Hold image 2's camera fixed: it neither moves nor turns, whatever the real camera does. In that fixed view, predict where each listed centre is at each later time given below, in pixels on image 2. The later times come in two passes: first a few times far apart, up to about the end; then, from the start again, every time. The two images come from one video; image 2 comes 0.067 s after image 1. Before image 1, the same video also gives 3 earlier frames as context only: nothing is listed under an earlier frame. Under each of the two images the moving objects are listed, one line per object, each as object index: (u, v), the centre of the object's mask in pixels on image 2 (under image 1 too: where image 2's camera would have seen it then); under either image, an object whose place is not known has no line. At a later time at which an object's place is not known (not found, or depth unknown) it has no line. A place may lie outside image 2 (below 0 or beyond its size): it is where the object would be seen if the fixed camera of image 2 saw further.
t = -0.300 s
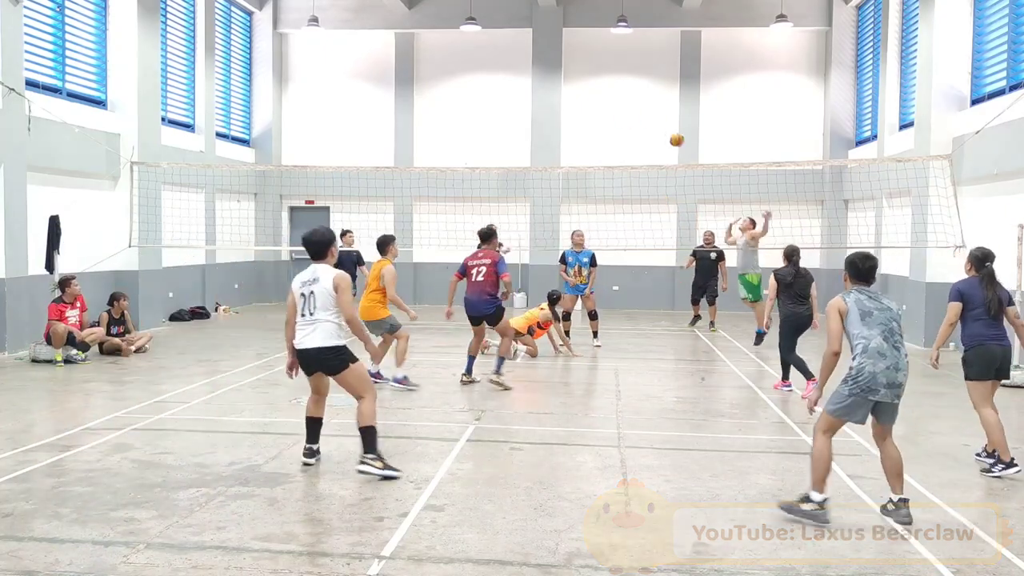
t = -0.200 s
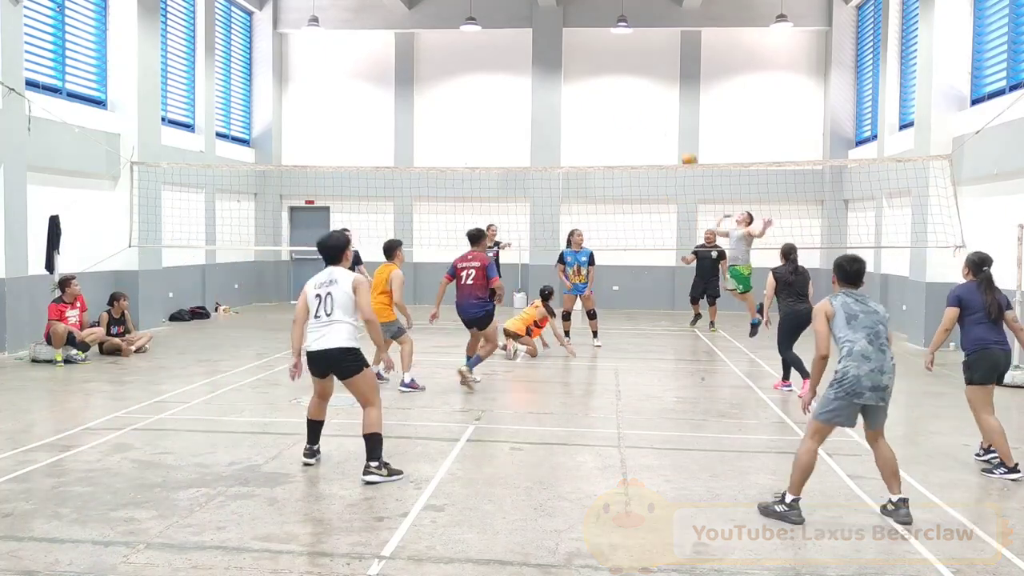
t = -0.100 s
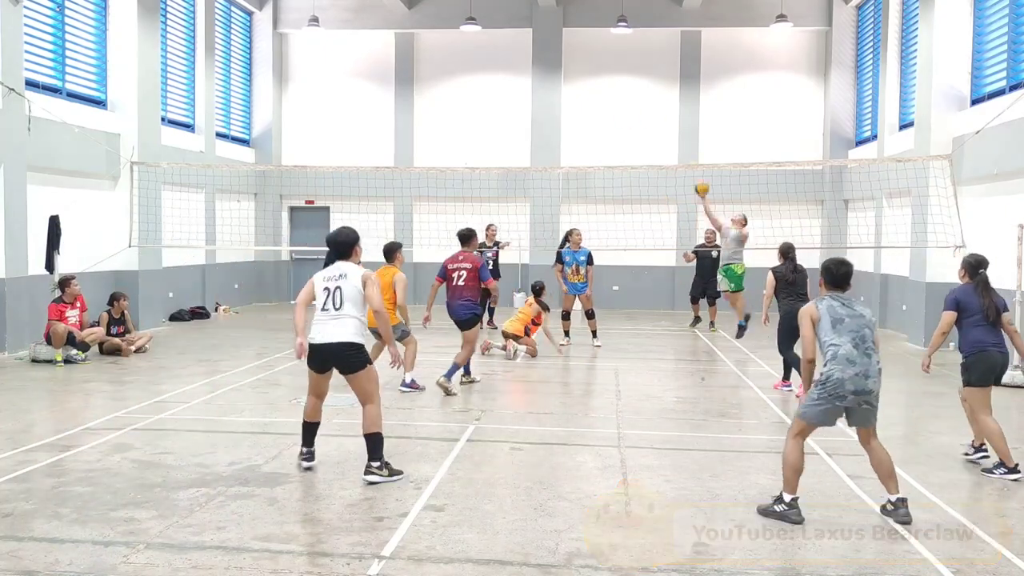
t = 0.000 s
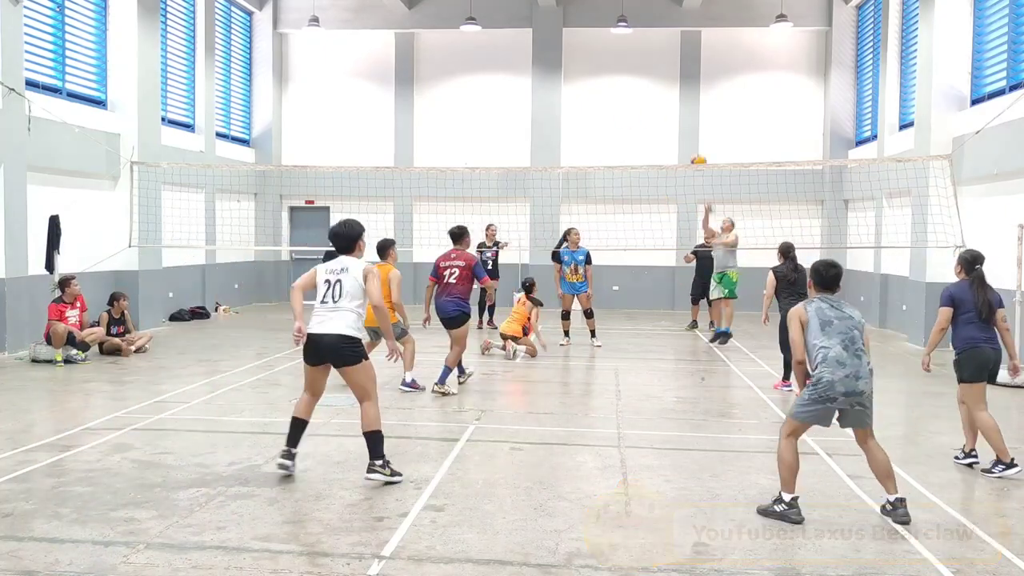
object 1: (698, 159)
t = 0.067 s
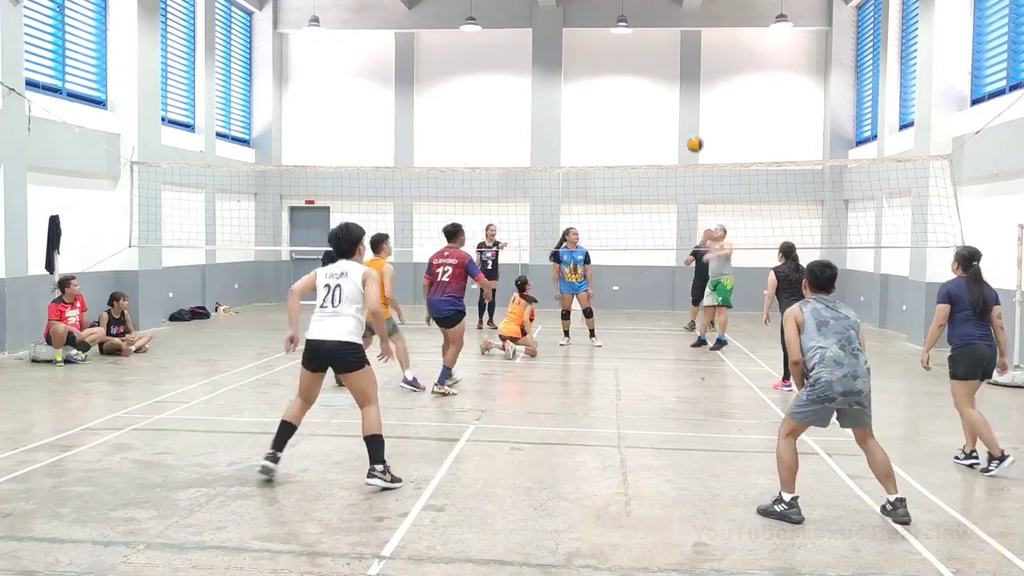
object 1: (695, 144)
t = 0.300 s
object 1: (684, 98)
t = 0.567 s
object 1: (666, 102)
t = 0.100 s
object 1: (693, 136)
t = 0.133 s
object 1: (692, 128)
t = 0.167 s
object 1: (691, 120)
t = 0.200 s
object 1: (690, 114)
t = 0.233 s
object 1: (688, 108)
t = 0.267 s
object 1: (686, 102)
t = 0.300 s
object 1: (684, 98)
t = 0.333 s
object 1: (682, 94)
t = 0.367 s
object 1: (680, 91)
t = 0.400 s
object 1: (678, 90)
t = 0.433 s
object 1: (676, 89)
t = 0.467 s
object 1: (674, 90)
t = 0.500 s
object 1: (672, 92)
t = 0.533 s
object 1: (669, 96)
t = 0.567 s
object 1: (666, 102)
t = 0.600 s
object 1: (663, 110)
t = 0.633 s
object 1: (660, 121)
